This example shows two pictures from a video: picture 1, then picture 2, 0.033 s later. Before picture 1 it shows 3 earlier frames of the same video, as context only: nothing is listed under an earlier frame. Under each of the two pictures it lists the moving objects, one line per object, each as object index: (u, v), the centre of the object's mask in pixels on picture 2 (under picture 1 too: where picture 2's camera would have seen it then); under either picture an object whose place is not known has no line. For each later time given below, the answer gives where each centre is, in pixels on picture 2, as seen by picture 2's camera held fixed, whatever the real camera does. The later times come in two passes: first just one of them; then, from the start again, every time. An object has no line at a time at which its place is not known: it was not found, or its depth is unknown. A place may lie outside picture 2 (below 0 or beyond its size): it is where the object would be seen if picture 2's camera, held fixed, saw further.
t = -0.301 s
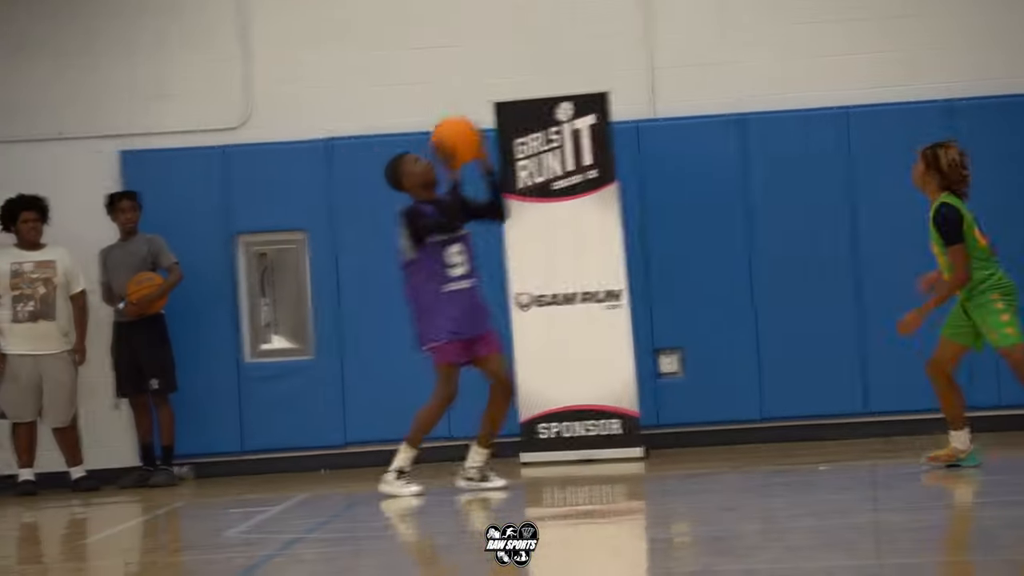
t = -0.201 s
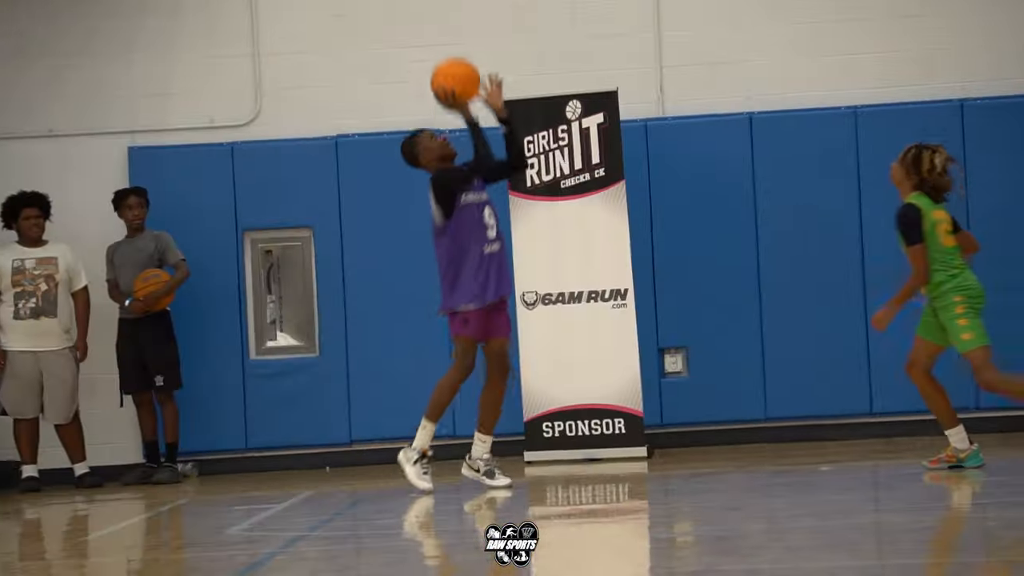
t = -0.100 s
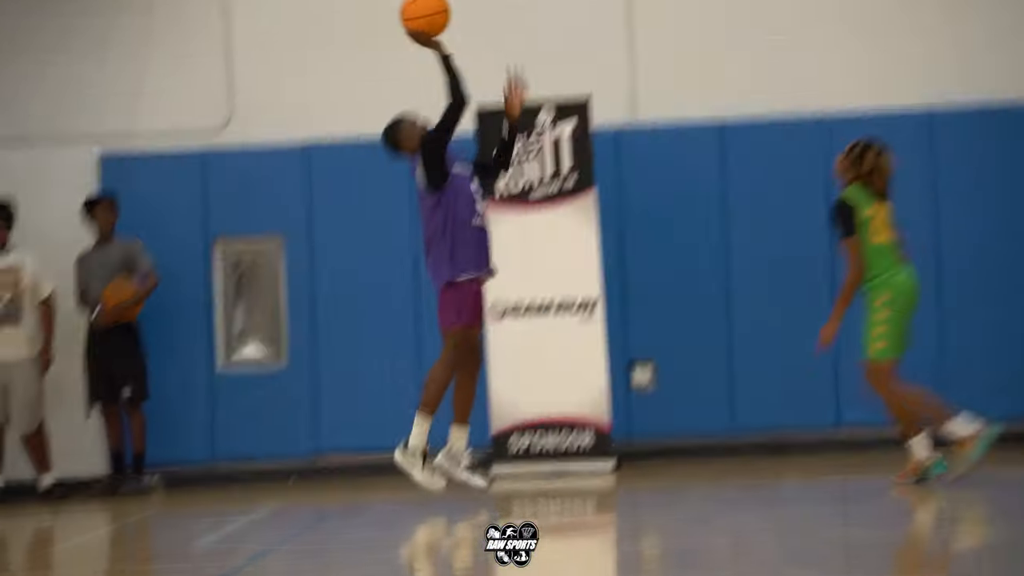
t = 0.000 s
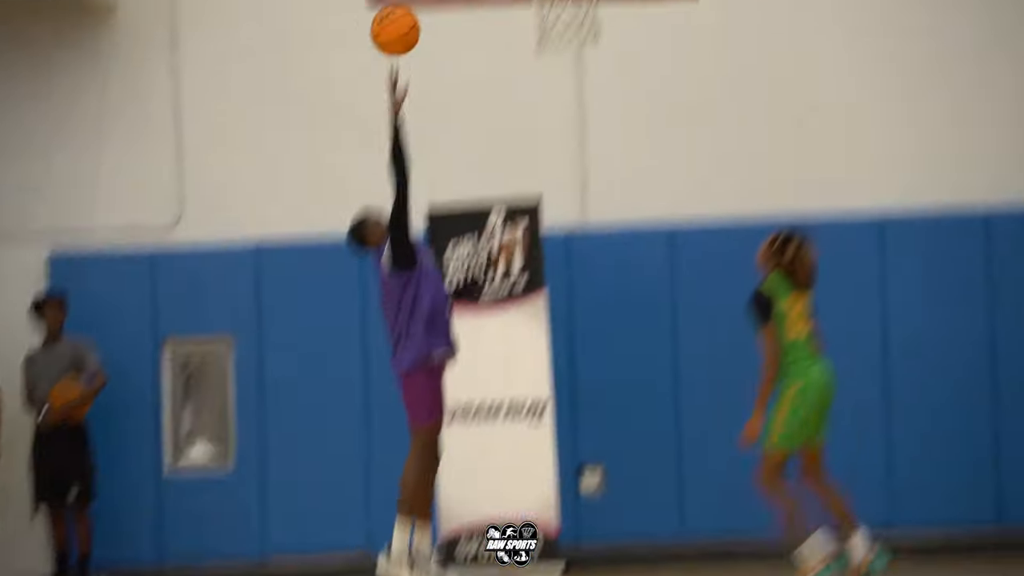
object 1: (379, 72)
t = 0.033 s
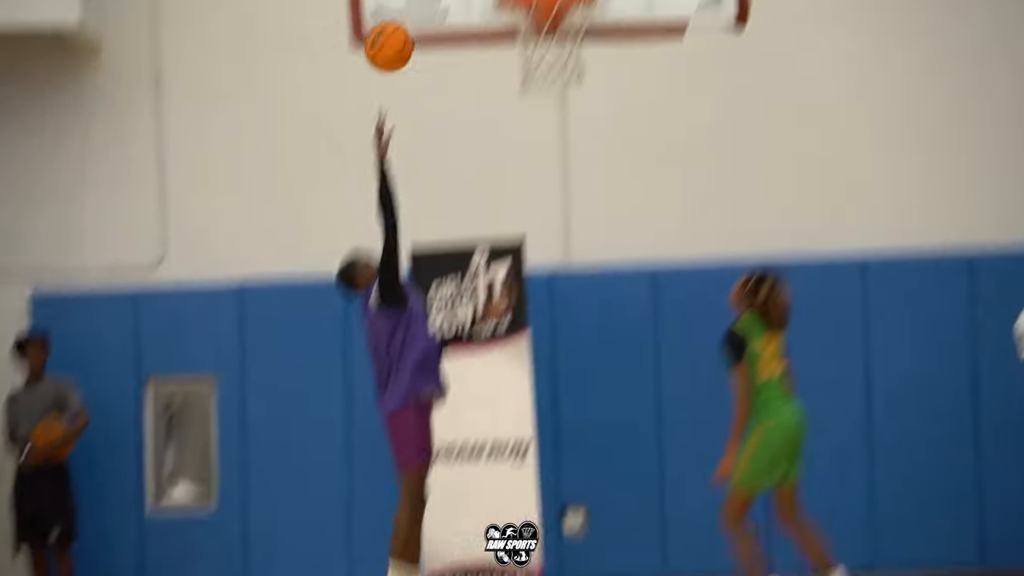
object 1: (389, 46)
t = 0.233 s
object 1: (440, -51)
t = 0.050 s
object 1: (393, 34)
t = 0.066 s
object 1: (397, 23)
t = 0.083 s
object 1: (401, 15)
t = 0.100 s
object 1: (406, 4)
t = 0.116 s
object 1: (410, -5)
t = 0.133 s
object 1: (414, -13)
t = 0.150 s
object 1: (419, -22)
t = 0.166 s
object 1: (424, -29)
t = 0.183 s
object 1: (429, -36)
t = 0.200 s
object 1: (432, -41)
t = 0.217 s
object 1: (436, -47)
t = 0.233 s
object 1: (440, -51)
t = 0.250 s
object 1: (446, -57)
